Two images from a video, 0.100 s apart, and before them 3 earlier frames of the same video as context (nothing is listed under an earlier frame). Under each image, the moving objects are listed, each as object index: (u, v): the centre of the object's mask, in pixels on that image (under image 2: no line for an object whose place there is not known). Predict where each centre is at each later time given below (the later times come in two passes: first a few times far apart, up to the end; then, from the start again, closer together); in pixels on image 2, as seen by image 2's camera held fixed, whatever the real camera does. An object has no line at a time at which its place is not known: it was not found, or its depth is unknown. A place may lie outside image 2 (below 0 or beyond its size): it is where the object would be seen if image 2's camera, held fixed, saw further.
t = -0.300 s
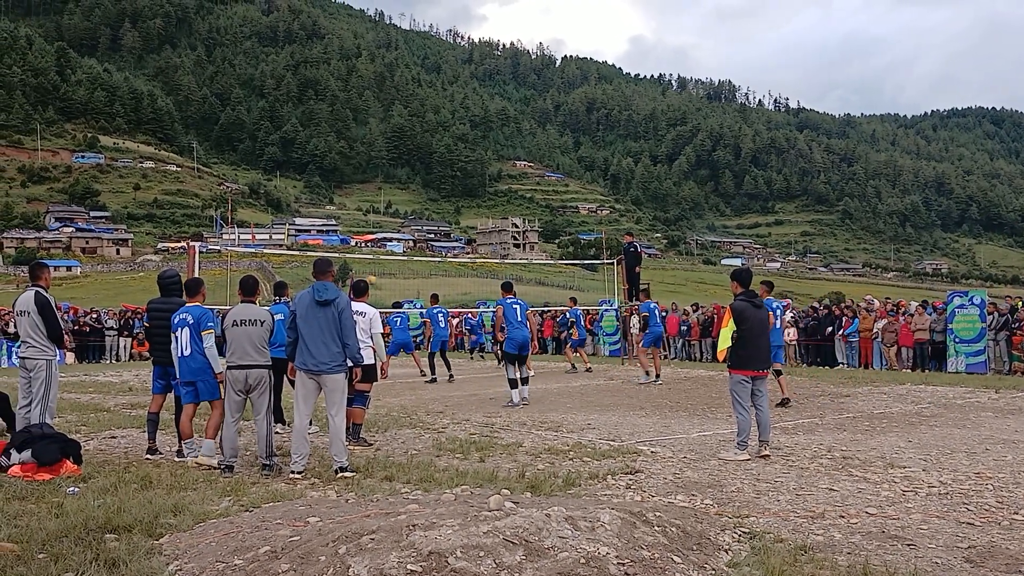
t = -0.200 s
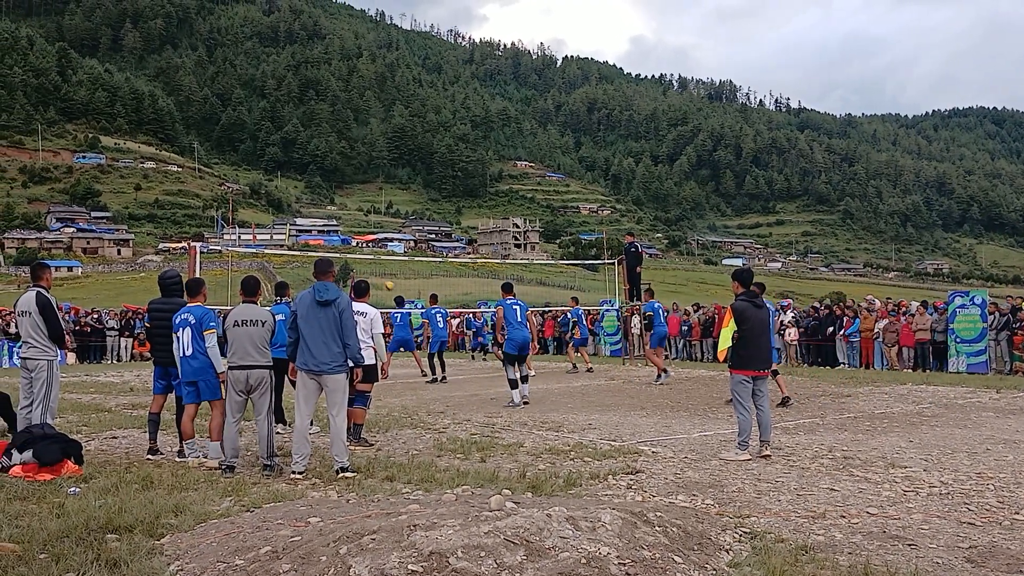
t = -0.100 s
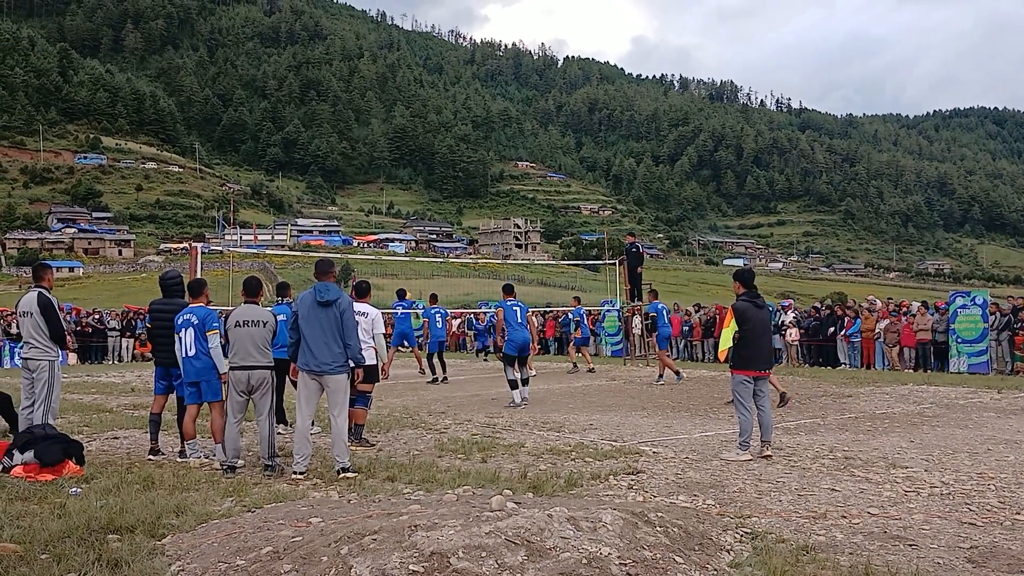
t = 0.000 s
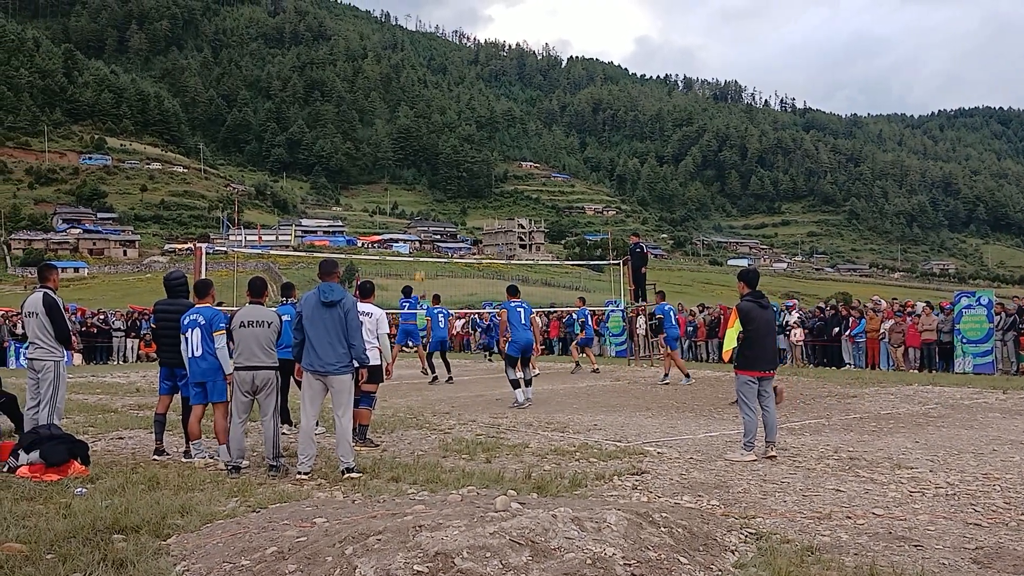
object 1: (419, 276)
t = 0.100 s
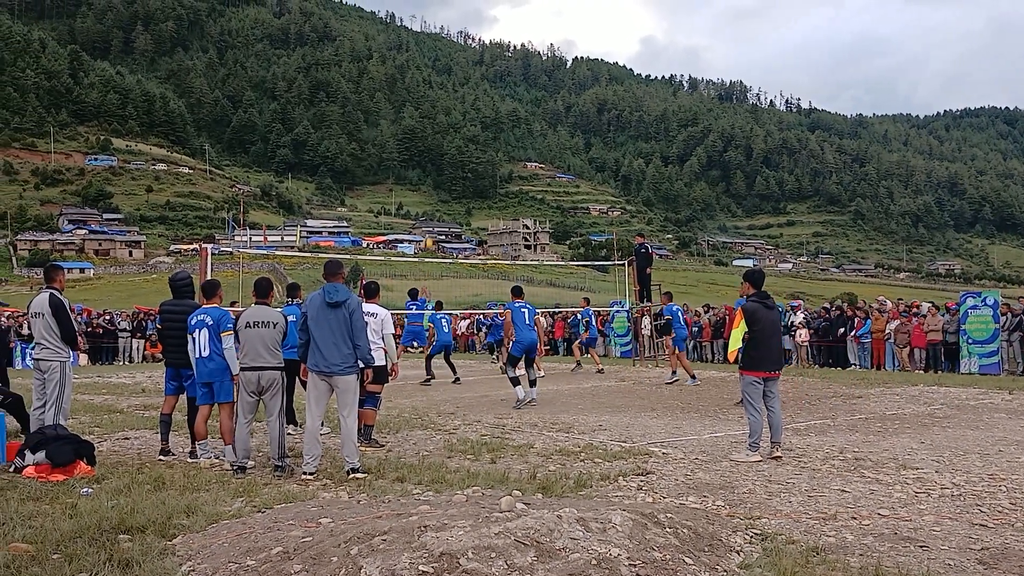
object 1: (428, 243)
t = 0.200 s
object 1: (431, 214)
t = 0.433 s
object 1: (438, 165)
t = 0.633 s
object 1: (446, 144)
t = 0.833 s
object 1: (454, 140)
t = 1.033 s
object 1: (462, 156)
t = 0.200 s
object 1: (431, 214)
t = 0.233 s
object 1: (432, 205)
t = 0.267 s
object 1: (433, 197)
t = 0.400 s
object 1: (437, 170)
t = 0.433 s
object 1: (438, 165)
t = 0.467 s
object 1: (440, 160)
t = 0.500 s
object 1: (441, 156)
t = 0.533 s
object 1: (442, 152)
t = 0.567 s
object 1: (444, 149)
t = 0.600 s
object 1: (445, 146)
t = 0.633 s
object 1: (446, 144)
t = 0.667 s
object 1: (447, 142)
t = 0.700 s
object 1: (448, 141)
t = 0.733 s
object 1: (450, 140)
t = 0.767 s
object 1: (451, 139)
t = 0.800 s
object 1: (452, 140)
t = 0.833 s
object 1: (454, 140)
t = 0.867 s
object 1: (455, 142)
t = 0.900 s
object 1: (456, 143)
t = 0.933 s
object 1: (457, 146)
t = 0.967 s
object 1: (459, 148)
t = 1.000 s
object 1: (461, 152)
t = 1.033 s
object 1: (462, 156)
